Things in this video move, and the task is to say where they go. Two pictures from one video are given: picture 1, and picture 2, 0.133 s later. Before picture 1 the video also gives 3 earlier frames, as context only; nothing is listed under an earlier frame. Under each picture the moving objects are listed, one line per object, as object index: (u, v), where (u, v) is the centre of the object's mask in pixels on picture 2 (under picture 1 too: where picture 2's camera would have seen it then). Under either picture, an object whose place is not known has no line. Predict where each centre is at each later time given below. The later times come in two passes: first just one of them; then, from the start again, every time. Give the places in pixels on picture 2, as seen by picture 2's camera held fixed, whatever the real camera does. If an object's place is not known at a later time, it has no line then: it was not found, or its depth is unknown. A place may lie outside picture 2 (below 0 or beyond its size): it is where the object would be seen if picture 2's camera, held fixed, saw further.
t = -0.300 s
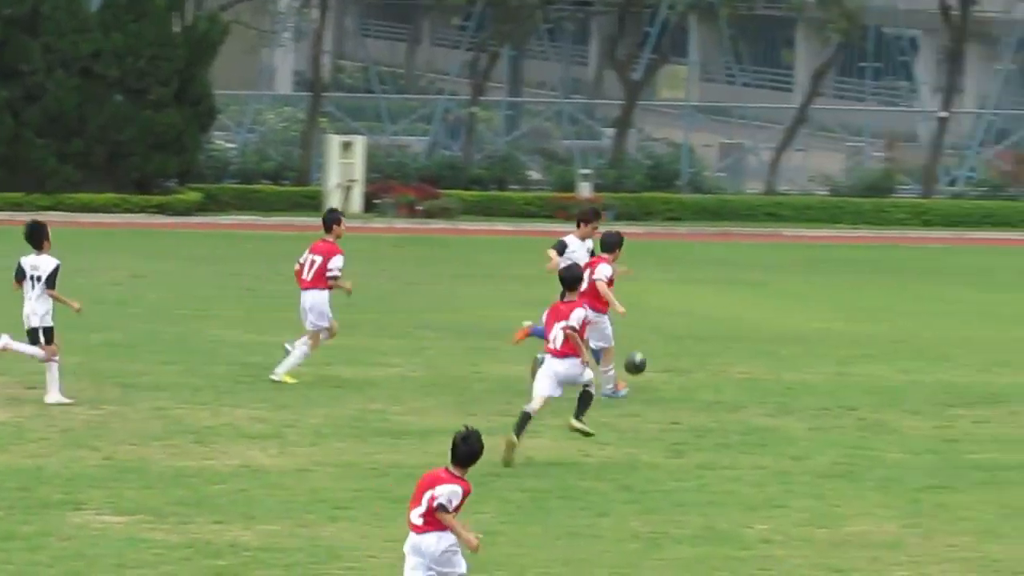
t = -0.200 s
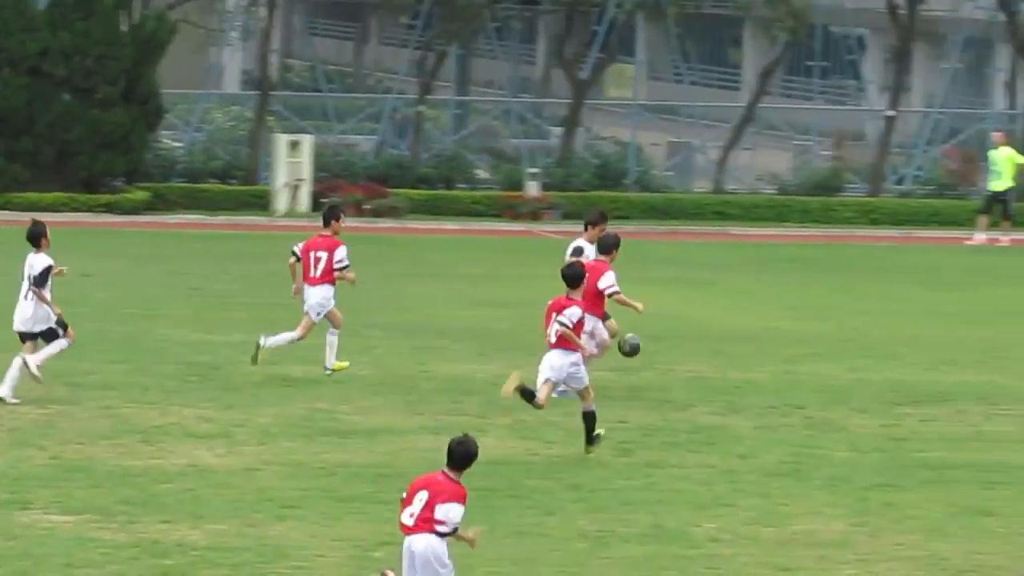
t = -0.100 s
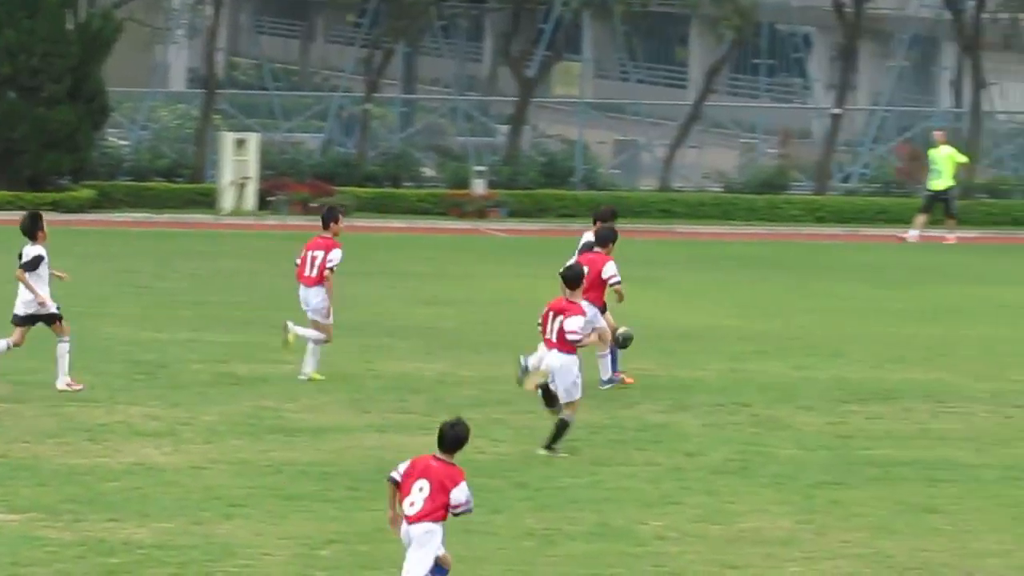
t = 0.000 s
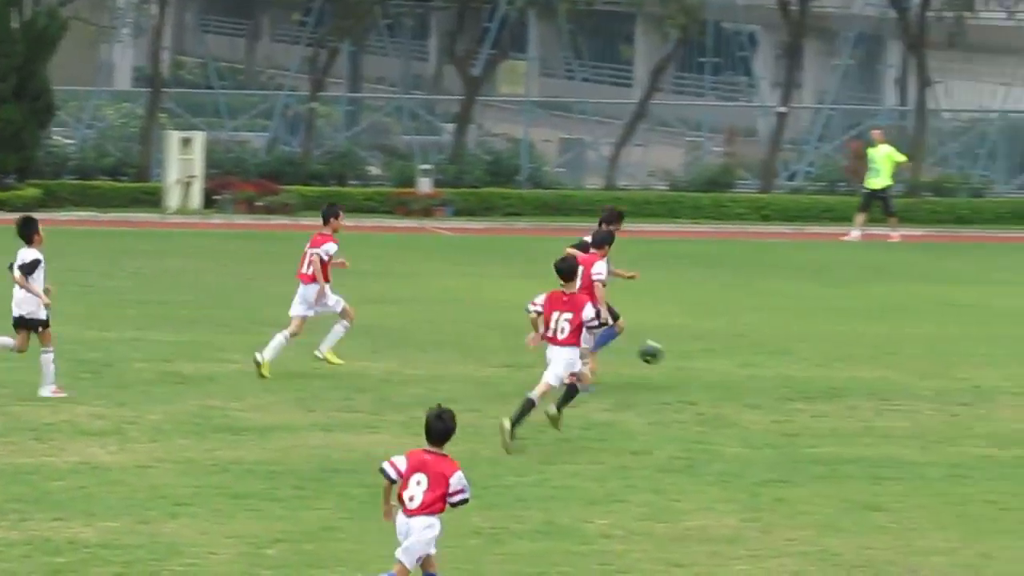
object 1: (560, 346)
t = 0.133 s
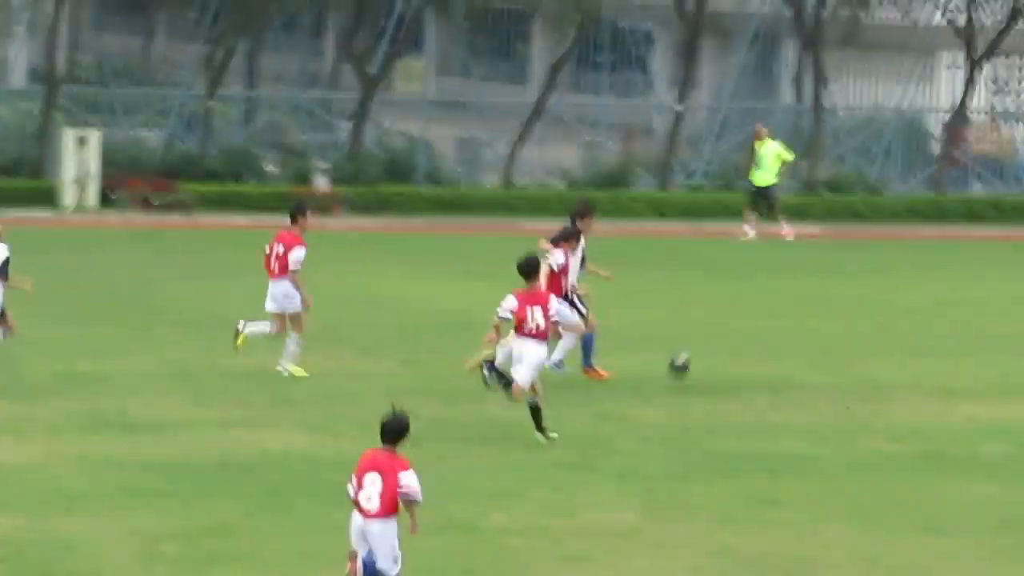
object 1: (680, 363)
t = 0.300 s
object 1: (793, 330)
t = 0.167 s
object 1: (702, 355)
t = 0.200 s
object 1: (723, 348)
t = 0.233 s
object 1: (747, 340)
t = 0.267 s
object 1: (770, 335)
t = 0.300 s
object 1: (793, 330)
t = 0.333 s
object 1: (817, 326)
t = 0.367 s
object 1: (840, 324)
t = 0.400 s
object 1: (863, 323)
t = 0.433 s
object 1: (888, 323)
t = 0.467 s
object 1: (910, 325)
